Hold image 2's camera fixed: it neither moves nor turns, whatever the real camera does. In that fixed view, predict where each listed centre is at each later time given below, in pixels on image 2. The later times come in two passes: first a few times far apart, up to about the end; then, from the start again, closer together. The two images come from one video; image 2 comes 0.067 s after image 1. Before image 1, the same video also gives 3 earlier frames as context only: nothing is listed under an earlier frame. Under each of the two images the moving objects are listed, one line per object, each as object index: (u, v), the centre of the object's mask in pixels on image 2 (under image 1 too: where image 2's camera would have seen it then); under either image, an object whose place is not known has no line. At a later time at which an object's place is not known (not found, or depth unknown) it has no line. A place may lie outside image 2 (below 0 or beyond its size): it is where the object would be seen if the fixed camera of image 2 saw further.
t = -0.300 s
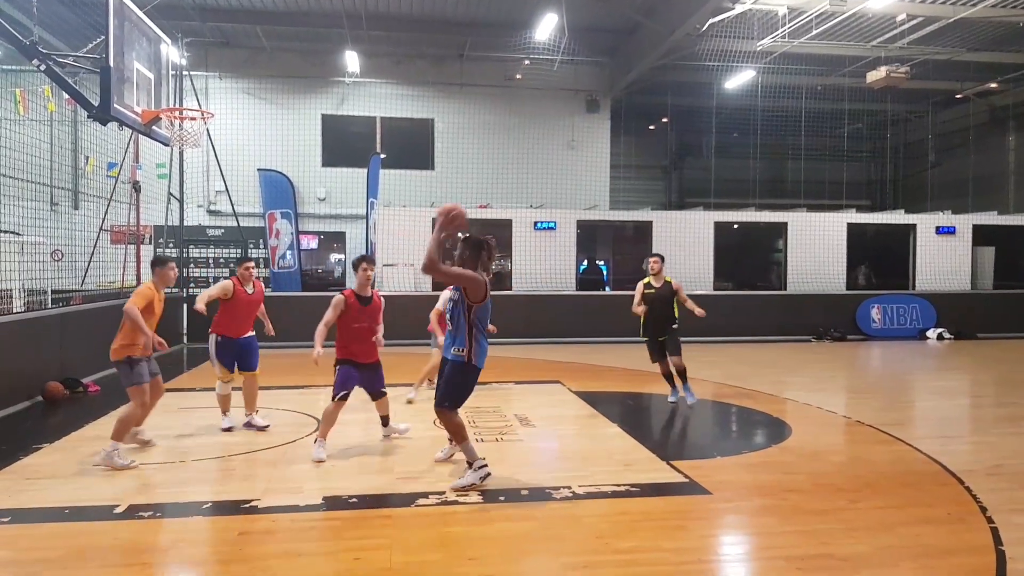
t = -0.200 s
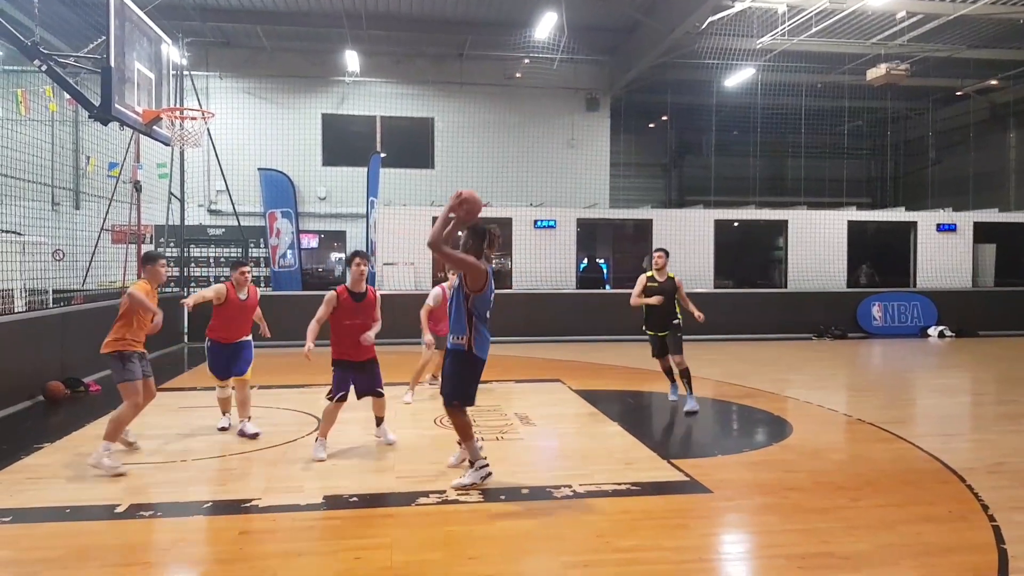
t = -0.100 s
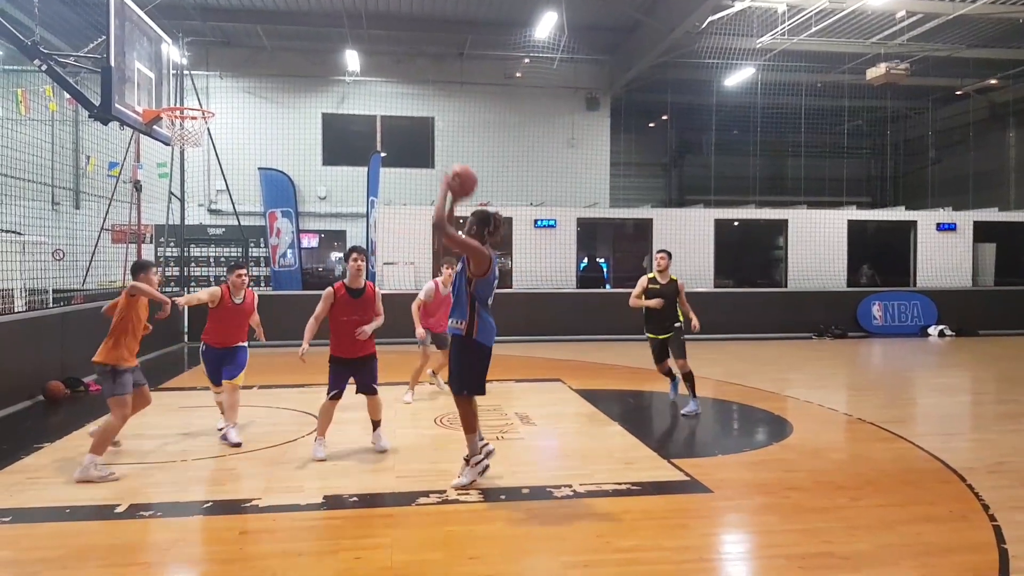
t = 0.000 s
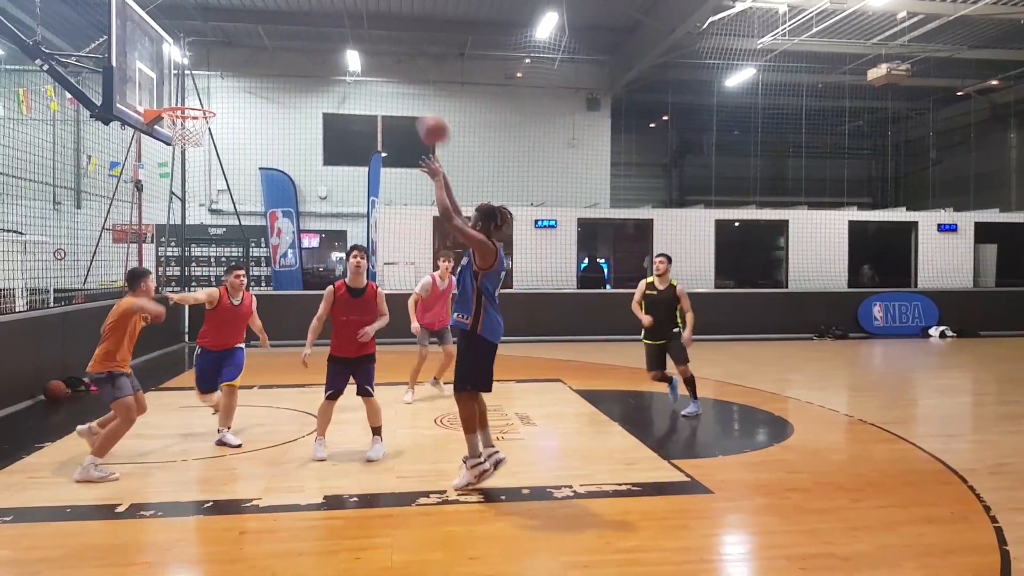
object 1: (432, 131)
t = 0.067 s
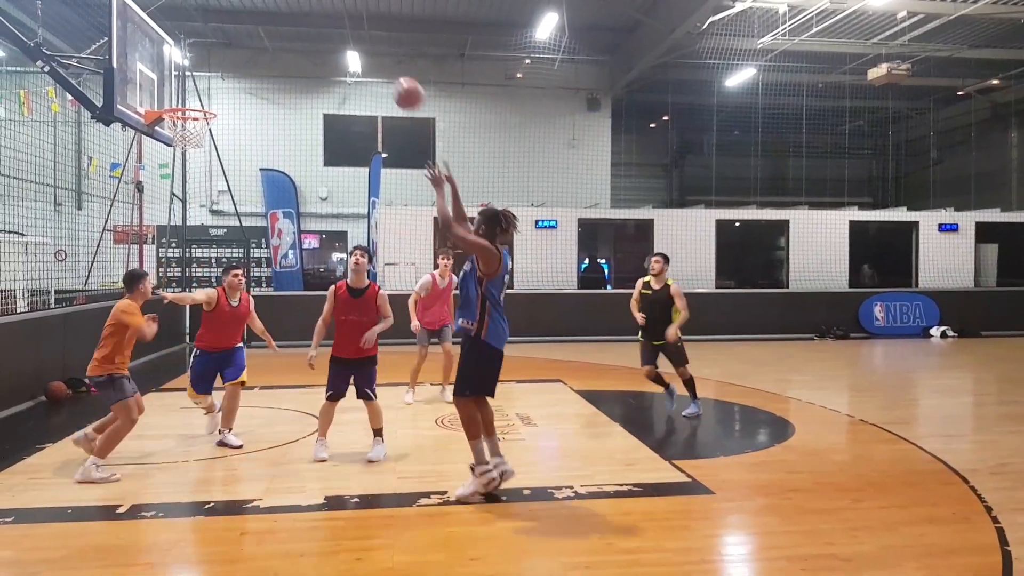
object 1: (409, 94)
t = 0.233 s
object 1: (348, 36)
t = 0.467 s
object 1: (275, 18)
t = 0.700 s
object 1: (213, 56)
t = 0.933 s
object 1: (174, 104)
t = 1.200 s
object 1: (214, 137)
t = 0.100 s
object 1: (396, 79)
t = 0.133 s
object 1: (384, 66)
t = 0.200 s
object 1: (360, 44)
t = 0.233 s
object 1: (348, 36)
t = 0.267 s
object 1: (337, 31)
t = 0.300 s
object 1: (326, 25)
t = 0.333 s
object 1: (315, 21)
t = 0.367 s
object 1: (305, 19)
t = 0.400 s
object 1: (295, 17)
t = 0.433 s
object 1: (285, 17)
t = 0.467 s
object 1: (275, 18)
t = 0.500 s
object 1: (266, 20)
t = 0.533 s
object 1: (257, 23)
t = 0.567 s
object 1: (247, 28)
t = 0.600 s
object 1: (239, 33)
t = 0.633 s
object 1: (231, 39)
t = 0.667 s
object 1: (221, 47)
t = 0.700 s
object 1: (213, 56)
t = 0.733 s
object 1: (207, 65)
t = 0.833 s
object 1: (181, 100)
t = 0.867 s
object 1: (177, 102)
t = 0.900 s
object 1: (173, 103)
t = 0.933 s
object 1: (174, 104)
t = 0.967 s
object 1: (178, 103)
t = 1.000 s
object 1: (183, 103)
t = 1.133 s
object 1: (211, 128)
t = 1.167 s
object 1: (212, 132)
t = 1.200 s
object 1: (214, 137)
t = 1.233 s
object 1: (219, 145)
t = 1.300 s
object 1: (229, 165)
